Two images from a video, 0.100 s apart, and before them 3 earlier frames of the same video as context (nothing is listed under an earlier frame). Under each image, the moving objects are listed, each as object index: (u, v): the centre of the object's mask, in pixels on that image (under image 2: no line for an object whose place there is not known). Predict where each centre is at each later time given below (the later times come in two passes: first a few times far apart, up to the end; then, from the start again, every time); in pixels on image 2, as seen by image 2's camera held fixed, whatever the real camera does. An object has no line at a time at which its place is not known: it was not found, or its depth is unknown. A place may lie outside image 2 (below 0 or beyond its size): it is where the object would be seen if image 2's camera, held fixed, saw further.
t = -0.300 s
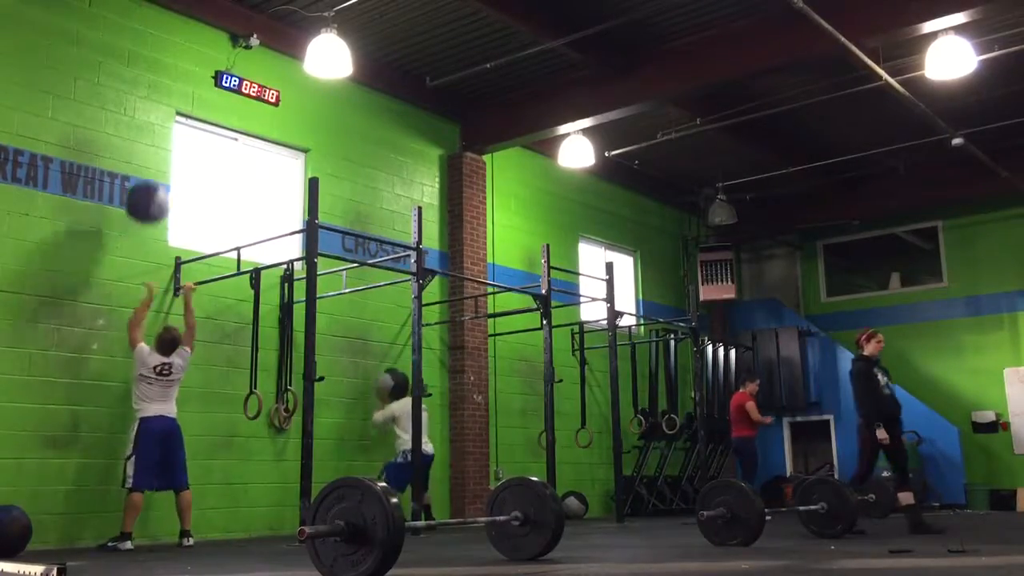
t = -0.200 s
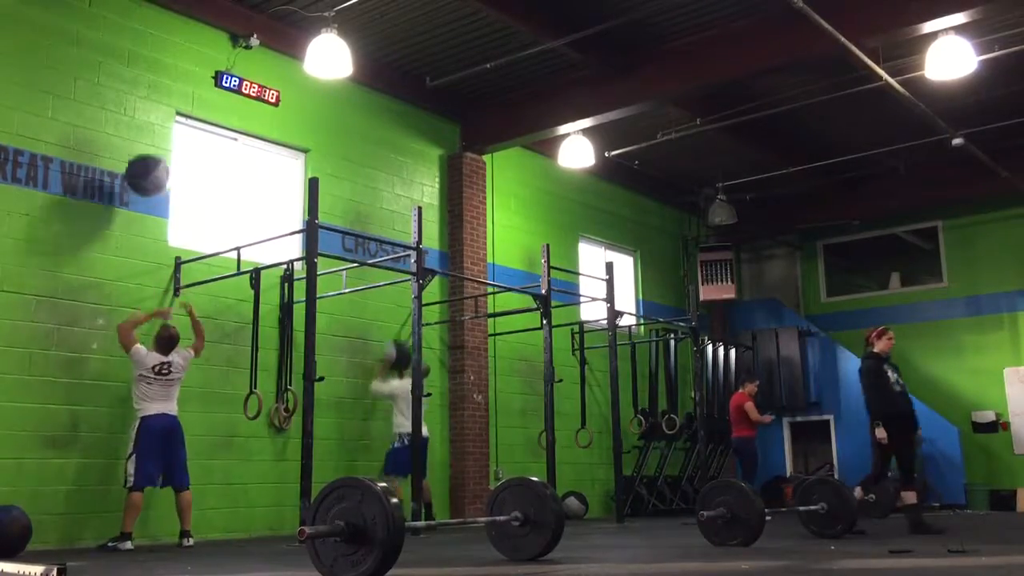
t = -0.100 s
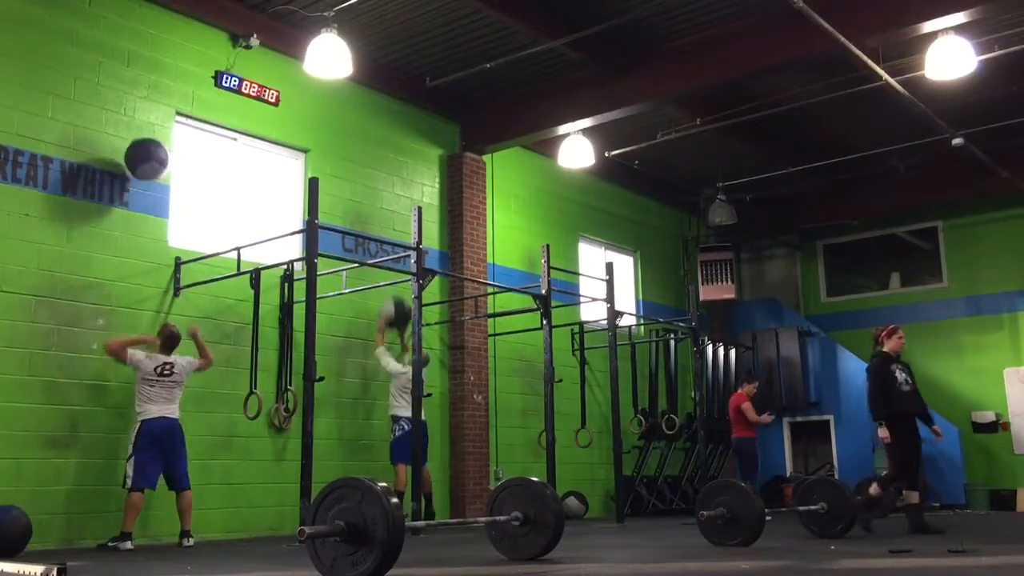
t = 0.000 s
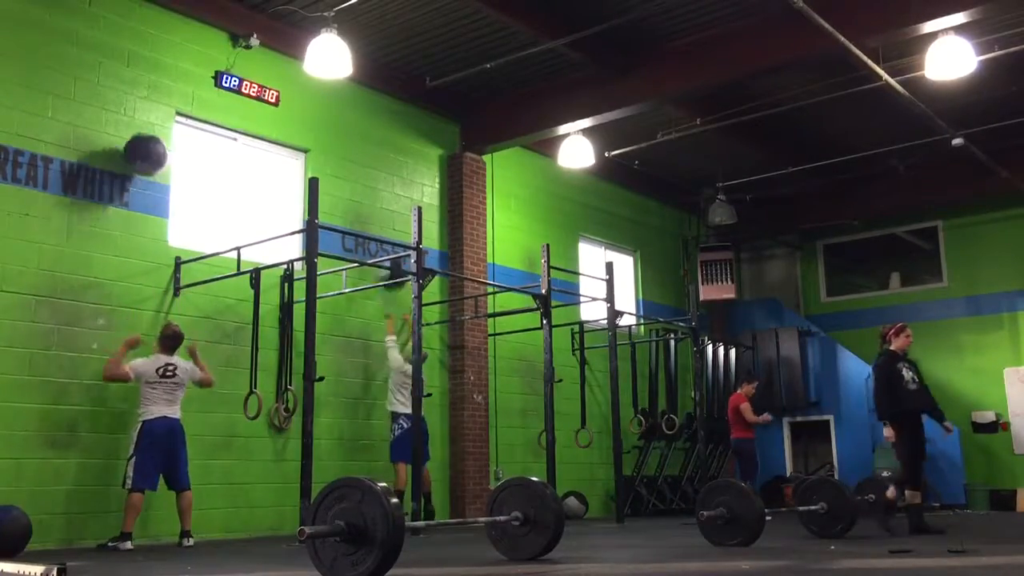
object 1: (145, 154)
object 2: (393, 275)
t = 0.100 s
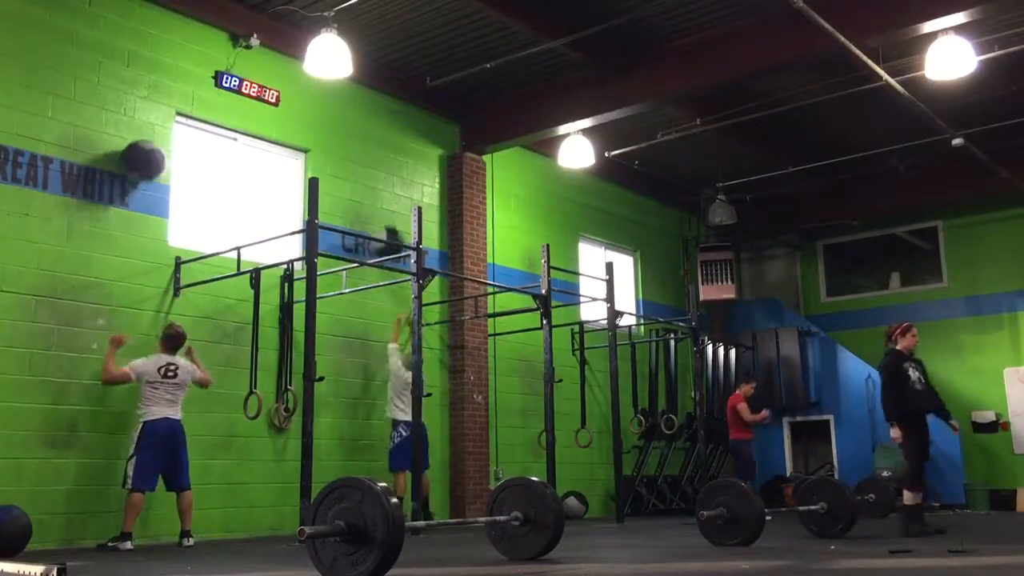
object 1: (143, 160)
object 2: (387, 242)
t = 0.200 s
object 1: (143, 175)
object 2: (383, 221)
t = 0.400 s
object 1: (146, 236)
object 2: (380, 207)
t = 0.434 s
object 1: (147, 251)
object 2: (380, 207)
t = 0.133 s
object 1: (143, 164)
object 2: (387, 235)
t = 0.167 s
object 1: (144, 169)
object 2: (386, 226)
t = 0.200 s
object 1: (143, 175)
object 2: (383, 221)
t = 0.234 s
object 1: (145, 182)
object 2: (381, 216)
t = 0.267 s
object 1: (143, 191)
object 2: (380, 212)
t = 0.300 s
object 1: (145, 200)
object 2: (379, 210)
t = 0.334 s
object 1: (146, 211)
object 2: (379, 208)
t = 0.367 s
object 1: (146, 222)
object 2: (379, 207)
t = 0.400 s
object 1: (146, 236)
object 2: (380, 207)
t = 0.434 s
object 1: (147, 251)
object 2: (380, 207)
